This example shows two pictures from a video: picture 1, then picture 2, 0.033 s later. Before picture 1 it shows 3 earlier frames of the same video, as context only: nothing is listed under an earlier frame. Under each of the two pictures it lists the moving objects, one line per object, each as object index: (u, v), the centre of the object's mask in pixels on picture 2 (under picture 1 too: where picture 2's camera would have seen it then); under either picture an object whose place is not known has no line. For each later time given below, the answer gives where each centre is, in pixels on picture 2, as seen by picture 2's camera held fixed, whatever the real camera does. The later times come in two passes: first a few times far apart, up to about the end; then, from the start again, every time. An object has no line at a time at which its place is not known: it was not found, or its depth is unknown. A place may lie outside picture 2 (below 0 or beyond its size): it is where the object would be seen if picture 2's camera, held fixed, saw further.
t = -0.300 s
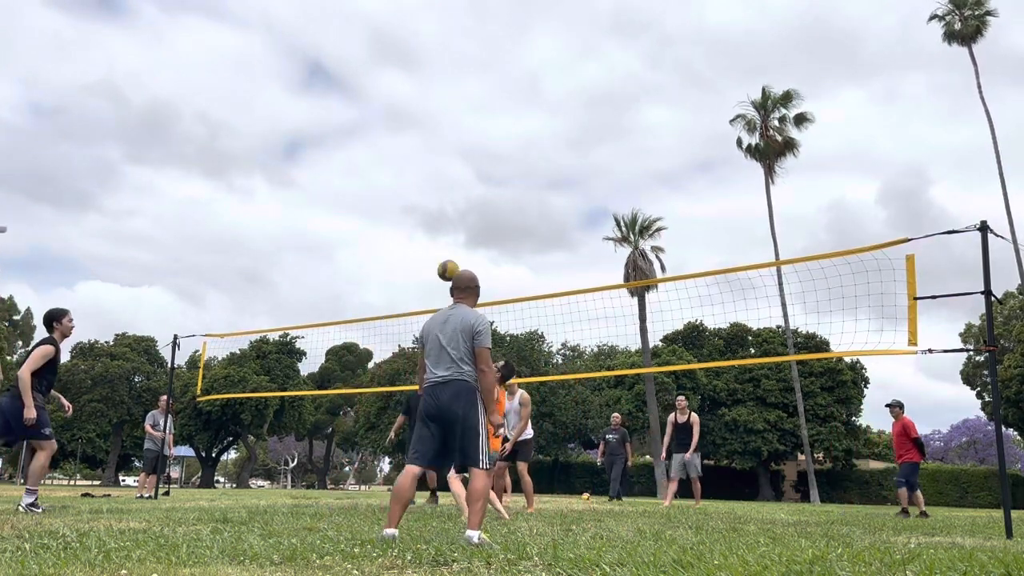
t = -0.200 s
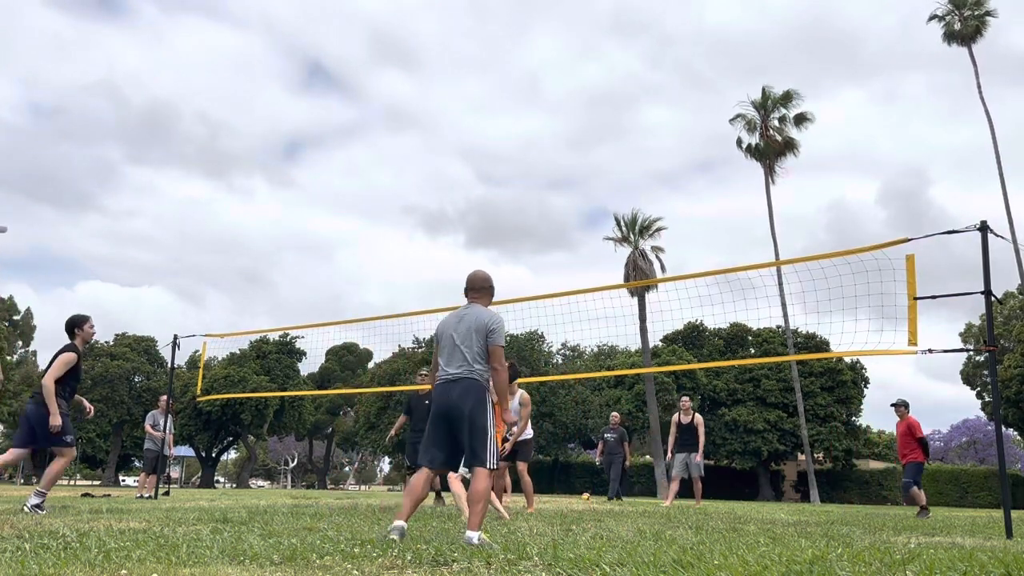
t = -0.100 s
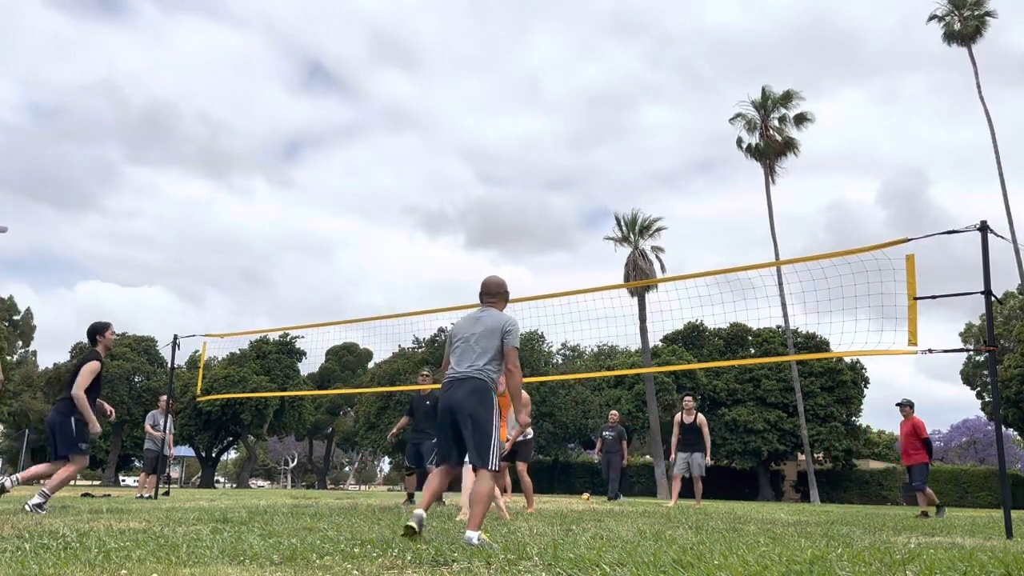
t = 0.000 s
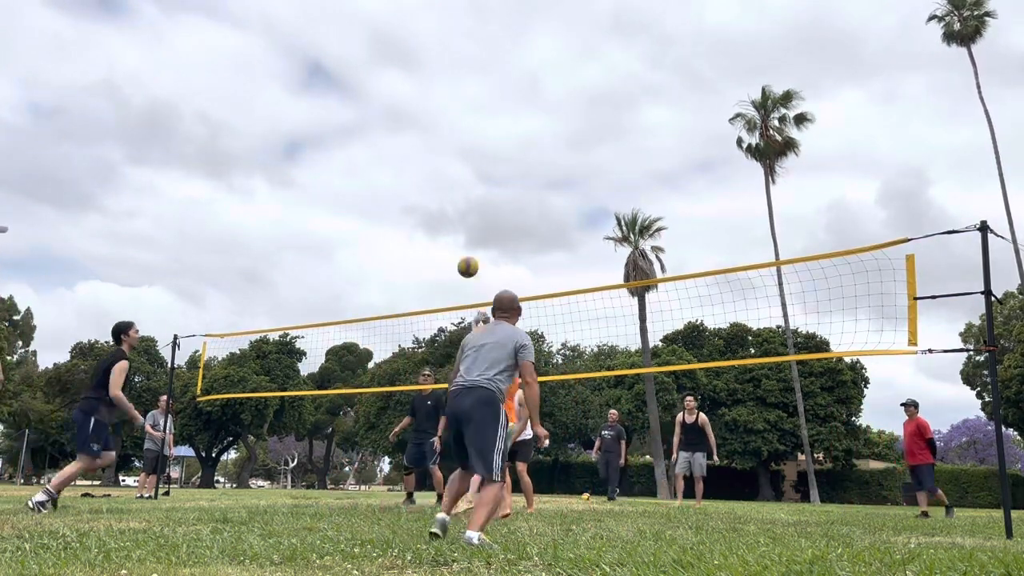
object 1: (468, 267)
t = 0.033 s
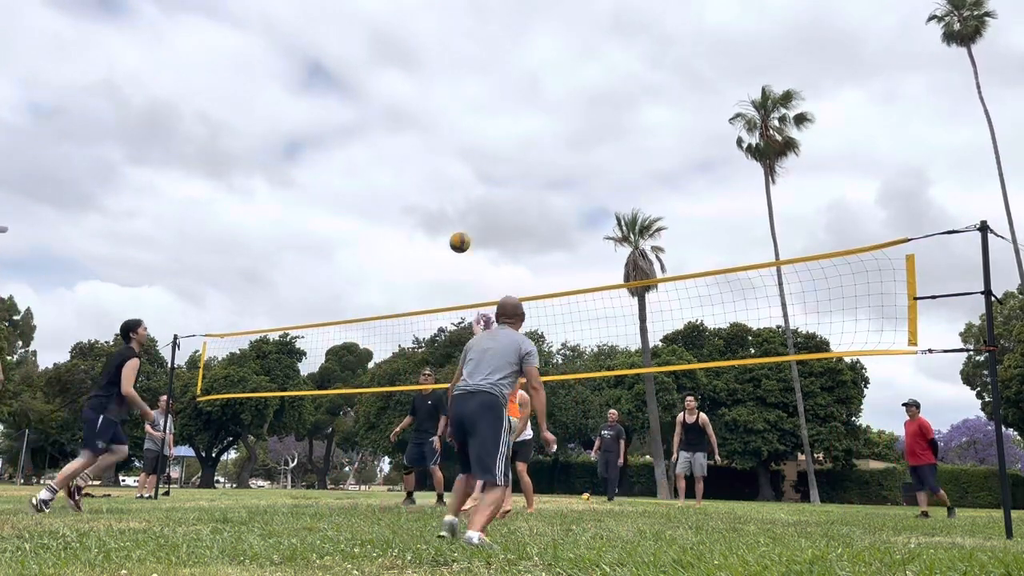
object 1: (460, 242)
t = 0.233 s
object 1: (415, 128)
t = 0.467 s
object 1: (373, 51)
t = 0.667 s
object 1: (342, 23)
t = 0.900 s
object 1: (310, 31)
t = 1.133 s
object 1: (280, 78)
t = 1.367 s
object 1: (252, 161)
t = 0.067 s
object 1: (452, 219)
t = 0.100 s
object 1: (444, 198)
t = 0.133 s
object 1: (436, 179)
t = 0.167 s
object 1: (429, 161)
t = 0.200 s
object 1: (422, 144)
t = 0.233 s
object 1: (415, 128)
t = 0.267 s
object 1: (408, 114)
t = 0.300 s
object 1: (402, 101)
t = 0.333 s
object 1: (396, 88)
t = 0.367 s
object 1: (390, 77)
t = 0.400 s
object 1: (384, 67)
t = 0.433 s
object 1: (378, 59)
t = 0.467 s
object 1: (373, 51)
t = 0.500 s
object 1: (367, 44)
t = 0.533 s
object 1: (362, 38)
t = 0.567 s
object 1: (357, 33)
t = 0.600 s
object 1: (352, 29)
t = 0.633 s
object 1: (347, 26)
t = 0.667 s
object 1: (342, 23)
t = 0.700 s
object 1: (337, 22)
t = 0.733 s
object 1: (333, 21)
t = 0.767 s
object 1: (328, 22)
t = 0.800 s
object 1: (323, 23)
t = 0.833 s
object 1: (319, 25)
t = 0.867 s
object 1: (314, 28)
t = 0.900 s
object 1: (310, 31)
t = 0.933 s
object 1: (305, 36)
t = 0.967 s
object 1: (301, 41)
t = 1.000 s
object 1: (297, 47)
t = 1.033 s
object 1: (292, 54)
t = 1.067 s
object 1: (288, 61)
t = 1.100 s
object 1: (284, 69)
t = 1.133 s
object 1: (280, 78)
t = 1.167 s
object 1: (276, 88)
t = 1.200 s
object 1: (272, 98)
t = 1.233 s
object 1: (268, 109)
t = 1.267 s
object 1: (264, 121)
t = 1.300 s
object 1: (260, 134)
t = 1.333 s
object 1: (256, 147)
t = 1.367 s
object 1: (252, 161)
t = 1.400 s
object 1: (248, 176)
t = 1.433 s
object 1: (244, 192)
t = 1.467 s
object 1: (240, 208)
